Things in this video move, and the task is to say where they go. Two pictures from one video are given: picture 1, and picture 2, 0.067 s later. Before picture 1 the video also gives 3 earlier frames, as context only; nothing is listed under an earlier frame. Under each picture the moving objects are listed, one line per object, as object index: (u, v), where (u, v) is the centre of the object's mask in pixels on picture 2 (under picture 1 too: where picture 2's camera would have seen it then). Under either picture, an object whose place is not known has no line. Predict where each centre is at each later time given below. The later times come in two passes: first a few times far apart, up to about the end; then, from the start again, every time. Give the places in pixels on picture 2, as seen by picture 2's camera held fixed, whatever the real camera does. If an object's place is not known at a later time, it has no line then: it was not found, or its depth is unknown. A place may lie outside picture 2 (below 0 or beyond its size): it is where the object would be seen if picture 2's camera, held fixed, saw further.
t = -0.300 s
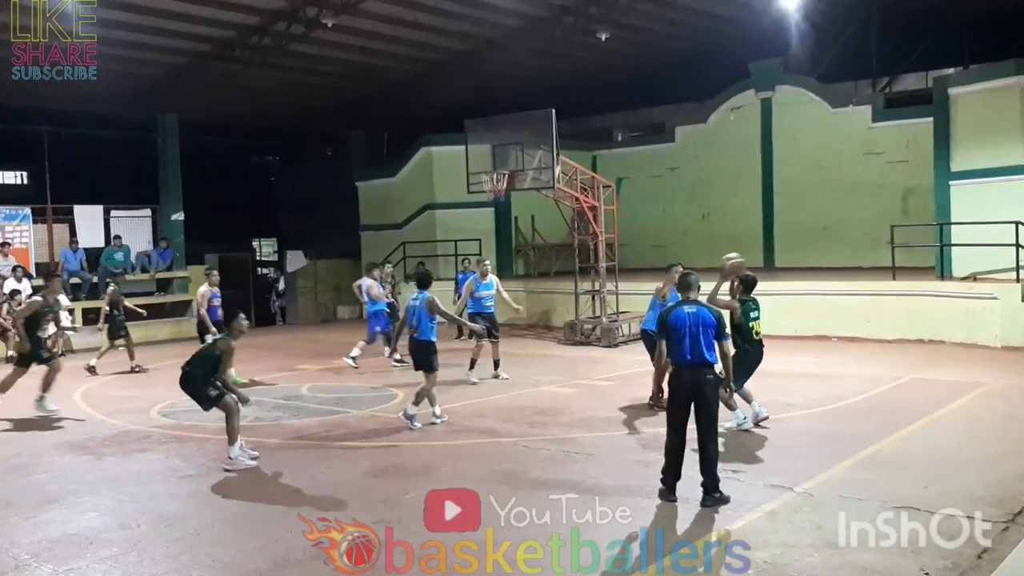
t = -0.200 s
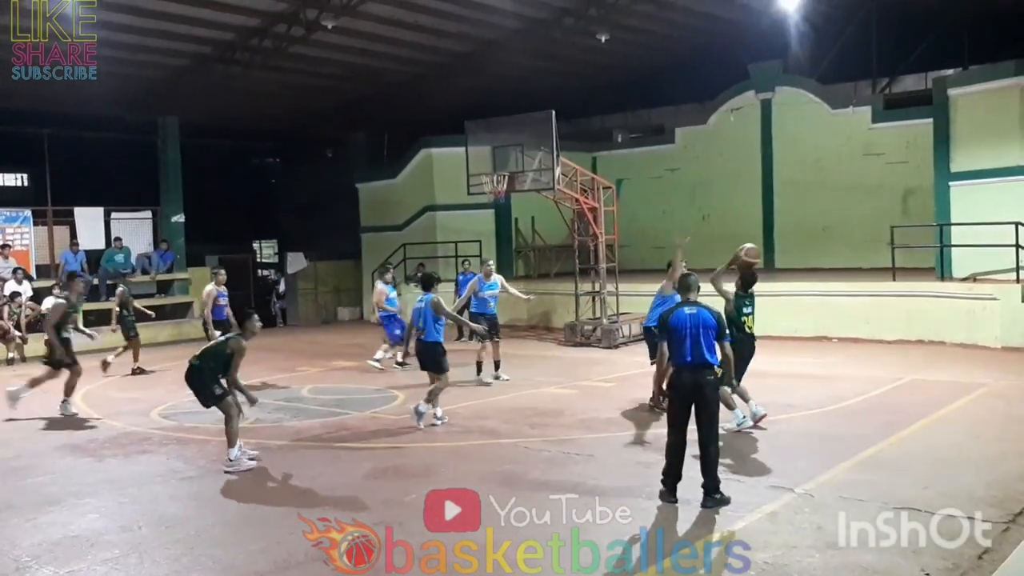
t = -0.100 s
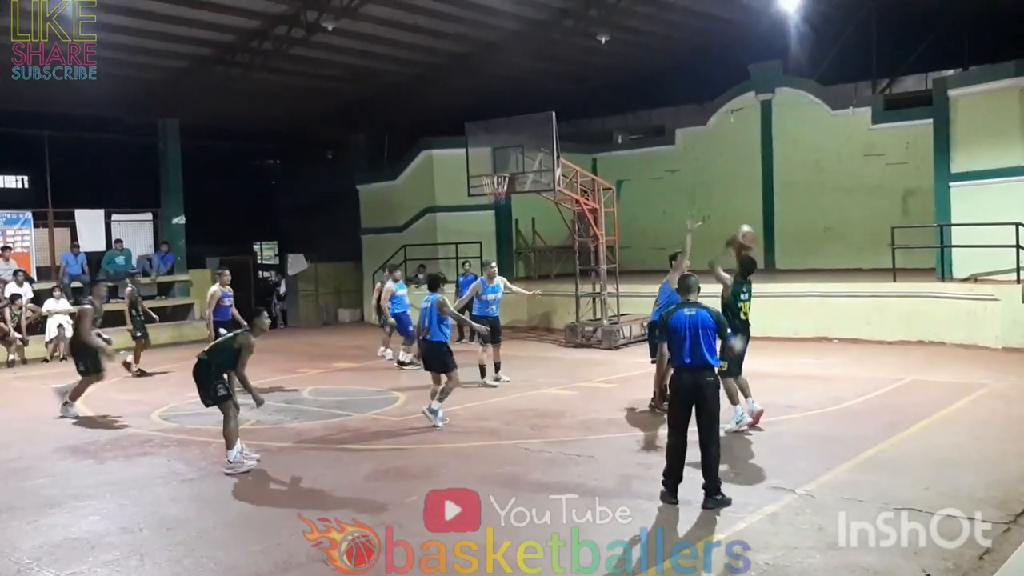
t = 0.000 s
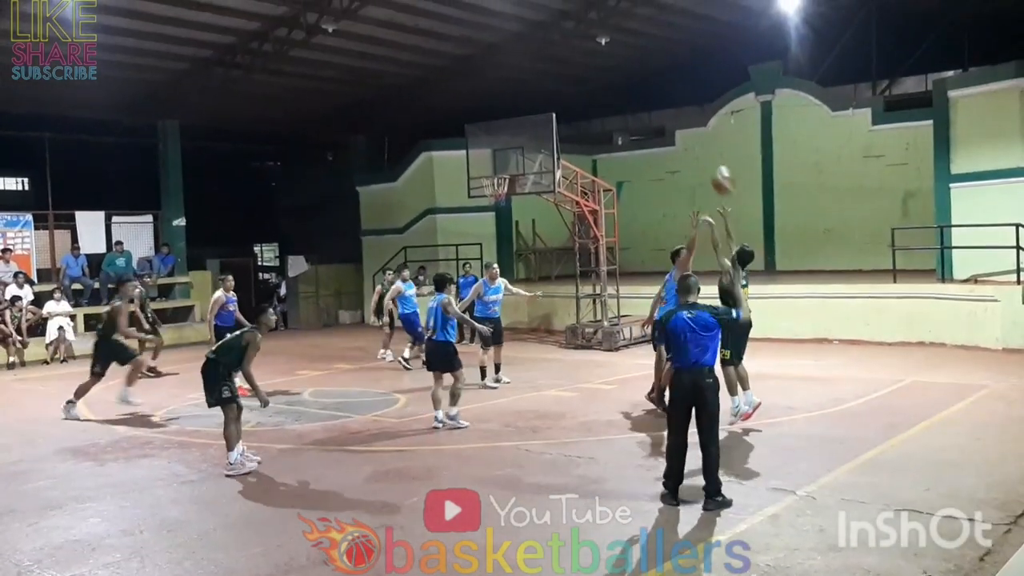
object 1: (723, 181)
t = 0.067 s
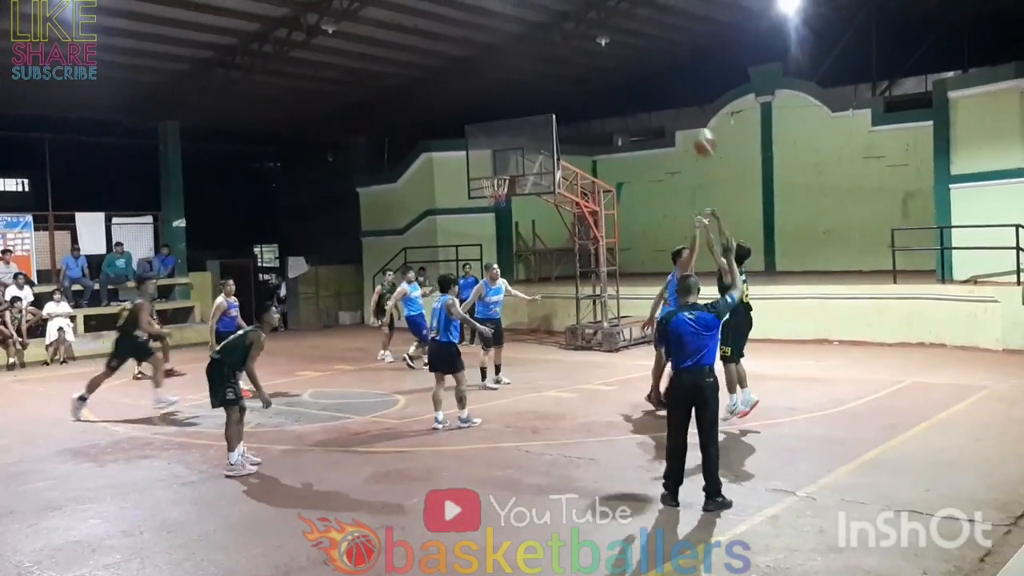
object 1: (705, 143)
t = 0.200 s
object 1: (673, 84)
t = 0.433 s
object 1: (625, 28)
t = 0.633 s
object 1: (591, 19)
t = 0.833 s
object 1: (563, 39)
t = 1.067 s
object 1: (537, 93)
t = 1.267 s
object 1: (519, 158)
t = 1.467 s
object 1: (523, 150)
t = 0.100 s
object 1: (697, 125)
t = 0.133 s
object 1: (688, 112)
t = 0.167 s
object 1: (680, 97)
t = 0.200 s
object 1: (673, 84)
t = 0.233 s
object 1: (665, 72)
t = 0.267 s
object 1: (658, 62)
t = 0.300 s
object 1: (651, 53)
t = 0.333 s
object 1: (644, 45)
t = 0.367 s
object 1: (637, 38)
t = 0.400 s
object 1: (631, 33)
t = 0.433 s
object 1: (625, 28)
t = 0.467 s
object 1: (618, 24)
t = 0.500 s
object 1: (612, 21)
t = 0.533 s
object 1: (607, 19)
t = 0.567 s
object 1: (601, 18)
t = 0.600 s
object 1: (596, 18)
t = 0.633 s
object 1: (591, 19)
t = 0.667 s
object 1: (586, 20)
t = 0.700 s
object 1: (581, 22)
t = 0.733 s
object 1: (577, 25)
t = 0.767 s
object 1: (572, 29)
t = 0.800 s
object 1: (568, 34)
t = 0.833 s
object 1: (563, 39)
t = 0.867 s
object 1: (560, 45)
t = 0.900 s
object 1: (556, 51)
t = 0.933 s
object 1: (552, 59)
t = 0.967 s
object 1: (548, 66)
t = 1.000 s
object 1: (545, 74)
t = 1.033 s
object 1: (541, 83)
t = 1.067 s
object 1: (537, 93)
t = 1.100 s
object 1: (534, 103)
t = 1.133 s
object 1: (531, 112)
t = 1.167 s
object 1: (528, 123)
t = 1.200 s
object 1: (525, 134)
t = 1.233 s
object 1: (522, 146)
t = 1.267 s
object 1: (519, 158)
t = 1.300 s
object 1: (517, 169)
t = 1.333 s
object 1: (515, 169)
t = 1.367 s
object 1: (518, 162)
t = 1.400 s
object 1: (519, 158)
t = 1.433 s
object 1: (521, 153)
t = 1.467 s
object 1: (523, 150)
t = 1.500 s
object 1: (523, 147)
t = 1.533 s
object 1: (524, 146)
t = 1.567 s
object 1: (525, 145)
